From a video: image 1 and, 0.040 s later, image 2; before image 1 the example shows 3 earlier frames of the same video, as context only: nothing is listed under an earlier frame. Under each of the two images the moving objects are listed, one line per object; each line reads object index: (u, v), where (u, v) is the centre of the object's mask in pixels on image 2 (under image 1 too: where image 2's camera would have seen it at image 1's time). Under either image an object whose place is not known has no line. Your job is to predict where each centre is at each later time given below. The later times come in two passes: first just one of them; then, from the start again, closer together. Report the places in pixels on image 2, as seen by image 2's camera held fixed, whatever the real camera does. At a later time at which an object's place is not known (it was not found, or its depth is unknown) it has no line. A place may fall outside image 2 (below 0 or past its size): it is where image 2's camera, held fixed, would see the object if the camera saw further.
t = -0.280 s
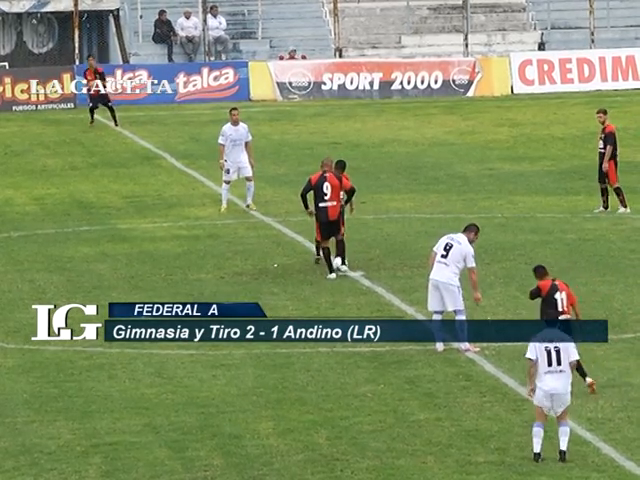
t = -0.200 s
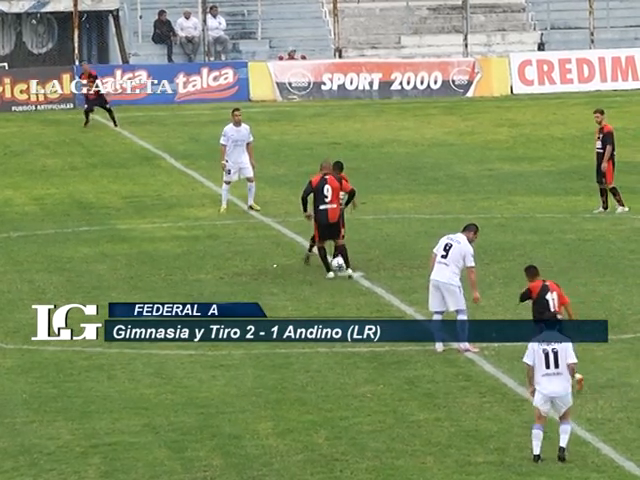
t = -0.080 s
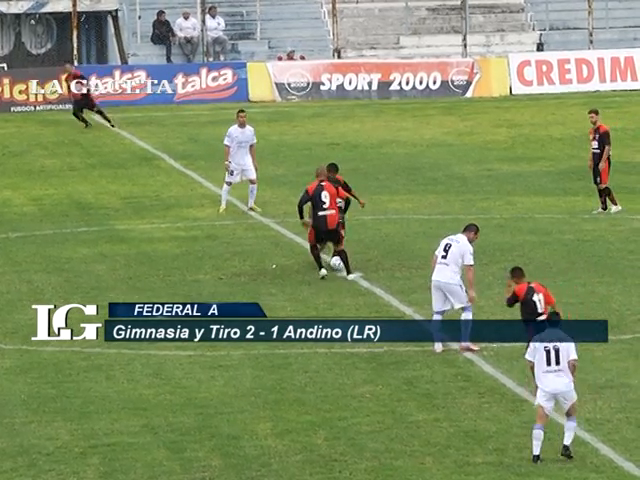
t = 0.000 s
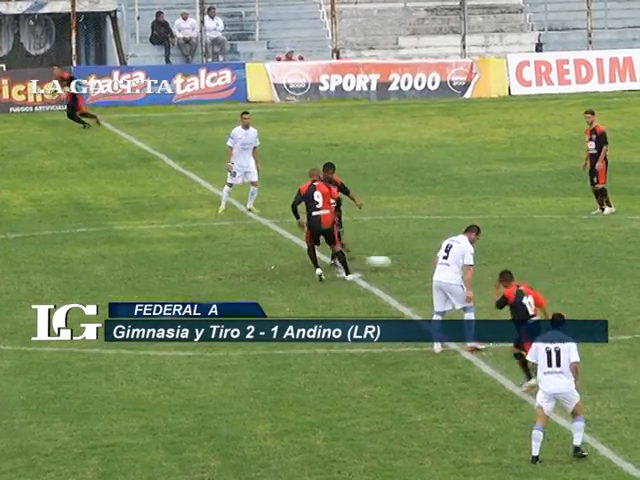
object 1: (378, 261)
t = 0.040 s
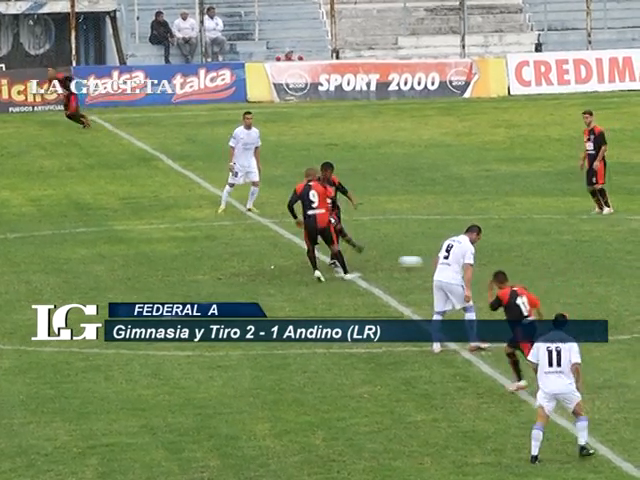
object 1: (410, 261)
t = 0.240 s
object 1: (558, 260)
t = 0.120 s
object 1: (480, 263)
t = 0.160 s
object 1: (502, 260)
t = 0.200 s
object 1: (530, 260)
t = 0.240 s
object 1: (558, 260)
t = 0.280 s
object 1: (587, 260)
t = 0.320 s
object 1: (615, 262)
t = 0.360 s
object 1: (642, 263)
